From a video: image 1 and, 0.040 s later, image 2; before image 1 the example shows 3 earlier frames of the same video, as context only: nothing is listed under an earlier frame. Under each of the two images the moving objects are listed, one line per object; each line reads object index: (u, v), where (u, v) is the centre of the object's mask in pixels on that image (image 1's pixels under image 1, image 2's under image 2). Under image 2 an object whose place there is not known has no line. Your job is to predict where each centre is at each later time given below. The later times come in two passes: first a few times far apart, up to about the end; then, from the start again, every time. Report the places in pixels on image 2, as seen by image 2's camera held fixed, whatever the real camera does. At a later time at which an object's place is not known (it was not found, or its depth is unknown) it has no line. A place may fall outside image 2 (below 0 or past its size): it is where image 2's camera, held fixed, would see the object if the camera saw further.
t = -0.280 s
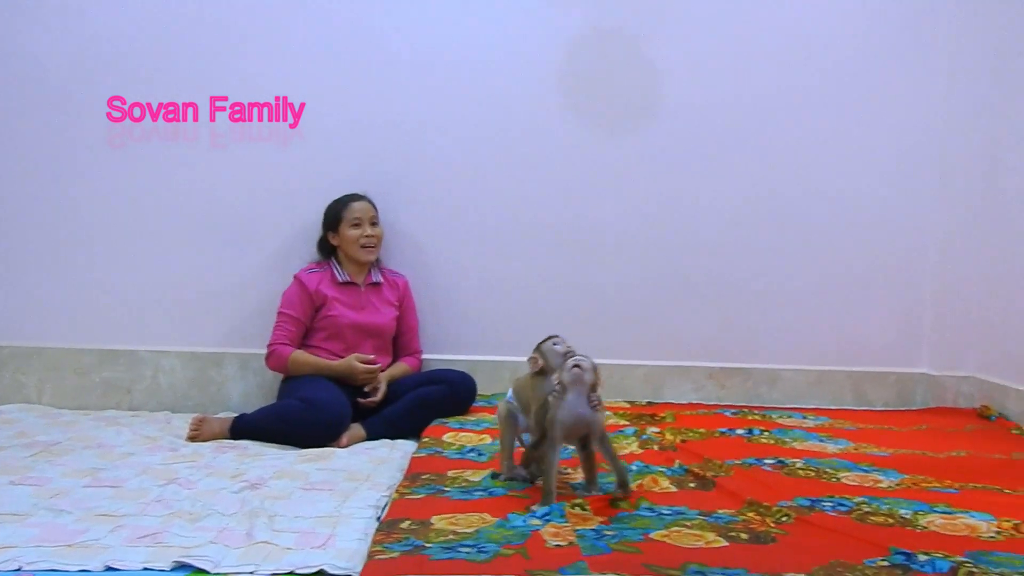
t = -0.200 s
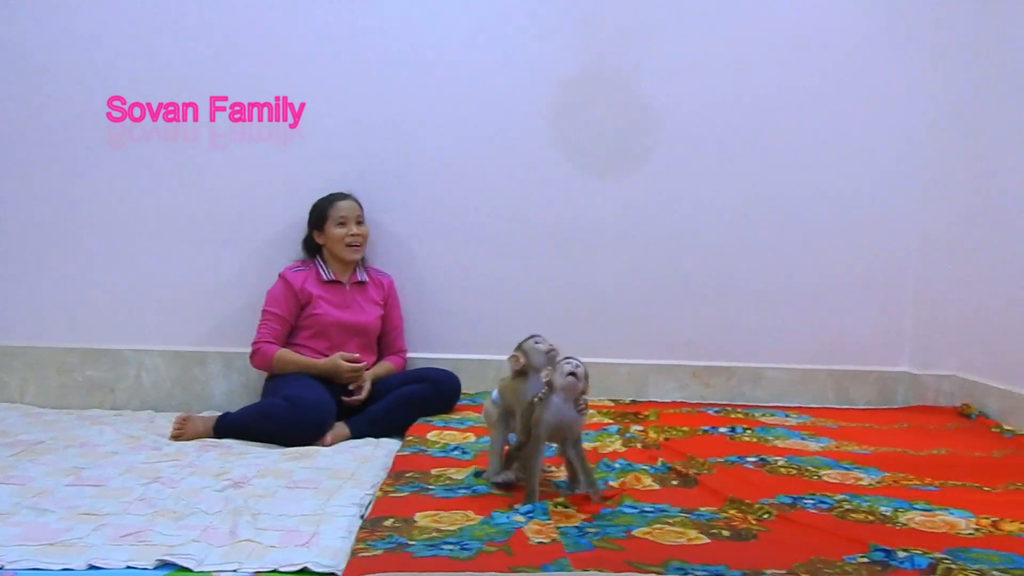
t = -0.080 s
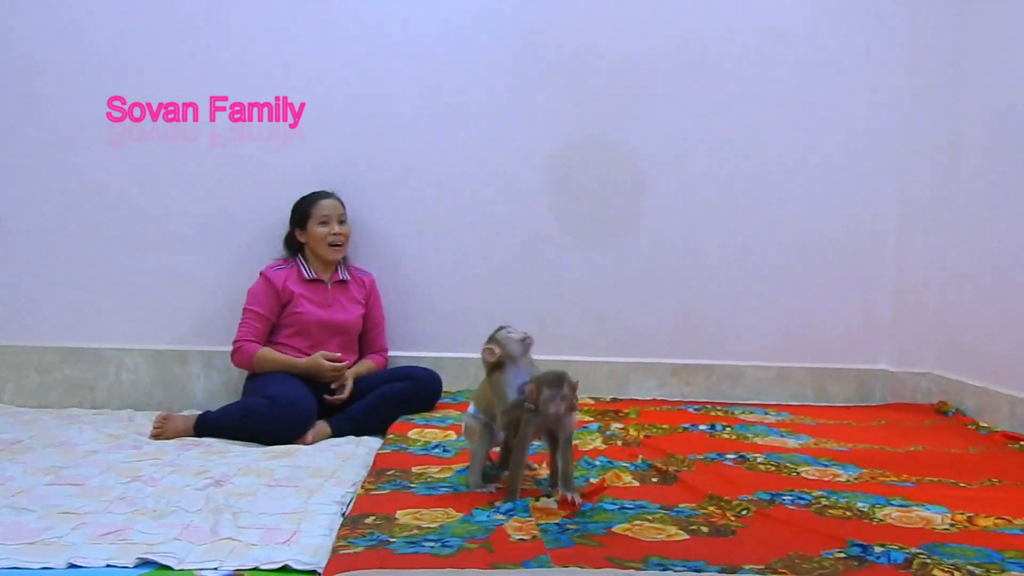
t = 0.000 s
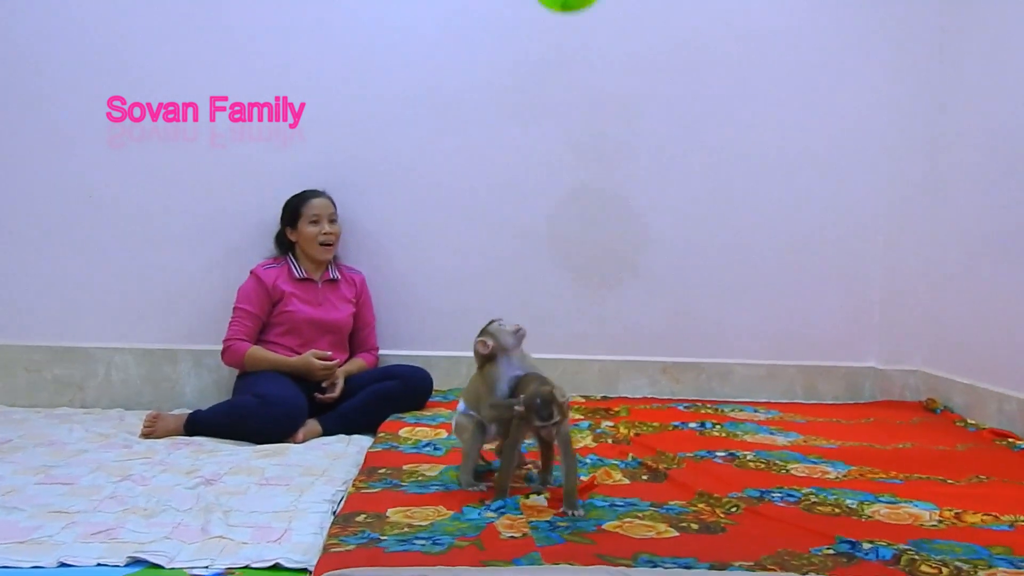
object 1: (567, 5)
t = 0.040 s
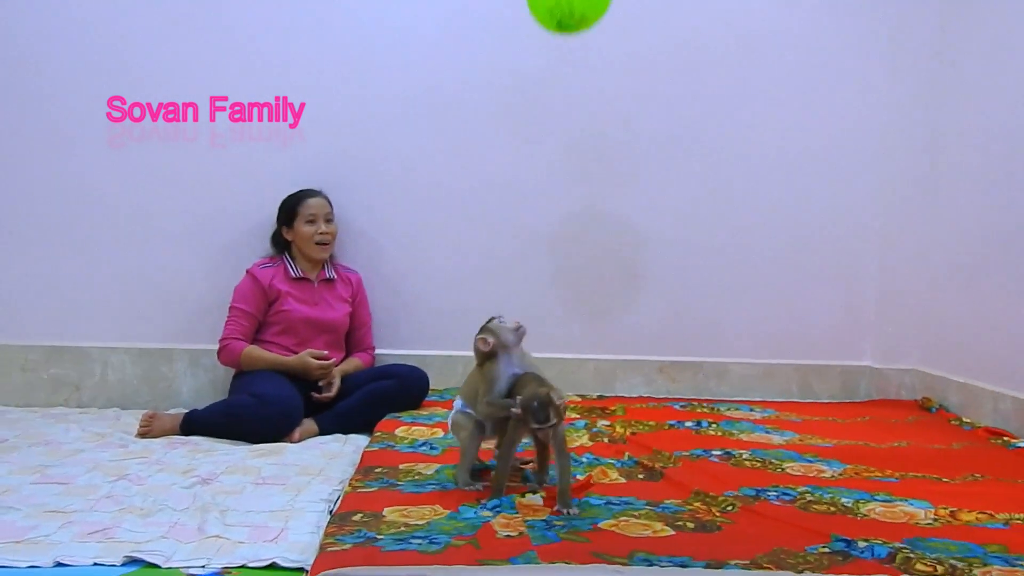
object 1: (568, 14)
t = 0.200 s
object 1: (586, 77)
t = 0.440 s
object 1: (620, 203)
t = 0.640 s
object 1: (648, 334)
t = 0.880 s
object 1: (668, 403)
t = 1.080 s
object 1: (701, 359)
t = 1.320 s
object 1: (740, 355)
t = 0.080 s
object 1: (573, 24)
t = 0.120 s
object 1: (578, 37)
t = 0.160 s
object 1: (582, 55)
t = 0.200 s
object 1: (586, 77)
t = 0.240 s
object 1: (589, 98)
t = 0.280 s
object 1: (595, 118)
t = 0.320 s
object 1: (601, 138)
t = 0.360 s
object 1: (607, 159)
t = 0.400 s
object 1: (614, 180)
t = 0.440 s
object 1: (620, 203)
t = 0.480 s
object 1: (624, 228)
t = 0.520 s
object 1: (631, 253)
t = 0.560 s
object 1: (638, 280)
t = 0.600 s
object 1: (643, 307)
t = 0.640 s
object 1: (648, 334)
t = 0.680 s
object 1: (651, 360)
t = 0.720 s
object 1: (654, 388)
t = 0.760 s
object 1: (658, 414)
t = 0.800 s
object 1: (660, 433)
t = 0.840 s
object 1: (663, 419)
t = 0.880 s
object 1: (668, 403)
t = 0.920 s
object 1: (674, 390)
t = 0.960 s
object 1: (681, 380)
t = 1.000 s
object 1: (688, 371)
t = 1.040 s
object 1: (695, 364)
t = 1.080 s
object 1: (701, 359)
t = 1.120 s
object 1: (709, 355)
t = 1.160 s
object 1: (715, 352)
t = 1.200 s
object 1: (723, 351)
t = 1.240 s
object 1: (729, 351)
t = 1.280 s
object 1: (735, 352)
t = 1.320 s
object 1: (740, 355)
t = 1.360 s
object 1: (746, 360)
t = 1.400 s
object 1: (749, 366)
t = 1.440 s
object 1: (759, 374)
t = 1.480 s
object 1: (764, 384)
